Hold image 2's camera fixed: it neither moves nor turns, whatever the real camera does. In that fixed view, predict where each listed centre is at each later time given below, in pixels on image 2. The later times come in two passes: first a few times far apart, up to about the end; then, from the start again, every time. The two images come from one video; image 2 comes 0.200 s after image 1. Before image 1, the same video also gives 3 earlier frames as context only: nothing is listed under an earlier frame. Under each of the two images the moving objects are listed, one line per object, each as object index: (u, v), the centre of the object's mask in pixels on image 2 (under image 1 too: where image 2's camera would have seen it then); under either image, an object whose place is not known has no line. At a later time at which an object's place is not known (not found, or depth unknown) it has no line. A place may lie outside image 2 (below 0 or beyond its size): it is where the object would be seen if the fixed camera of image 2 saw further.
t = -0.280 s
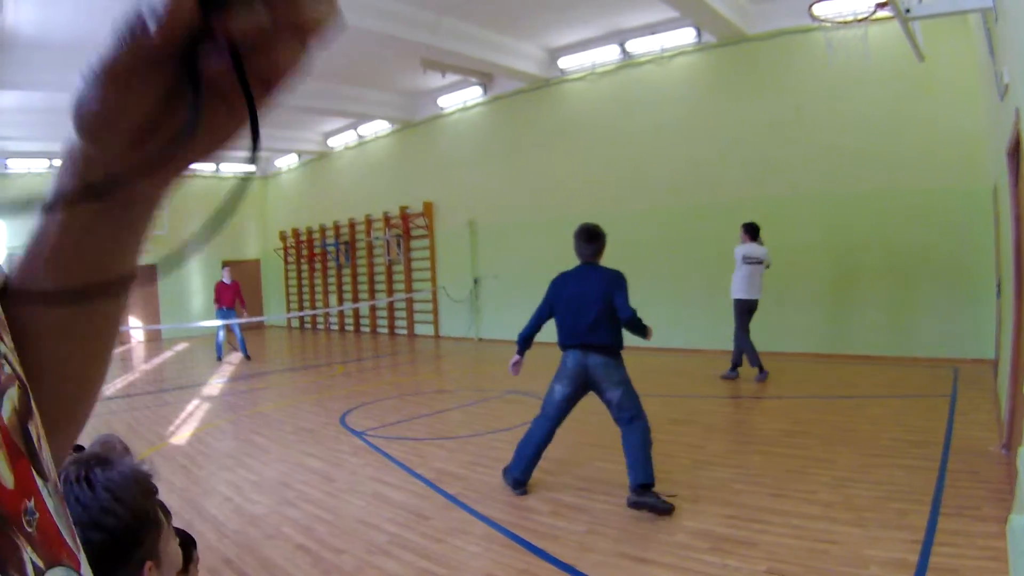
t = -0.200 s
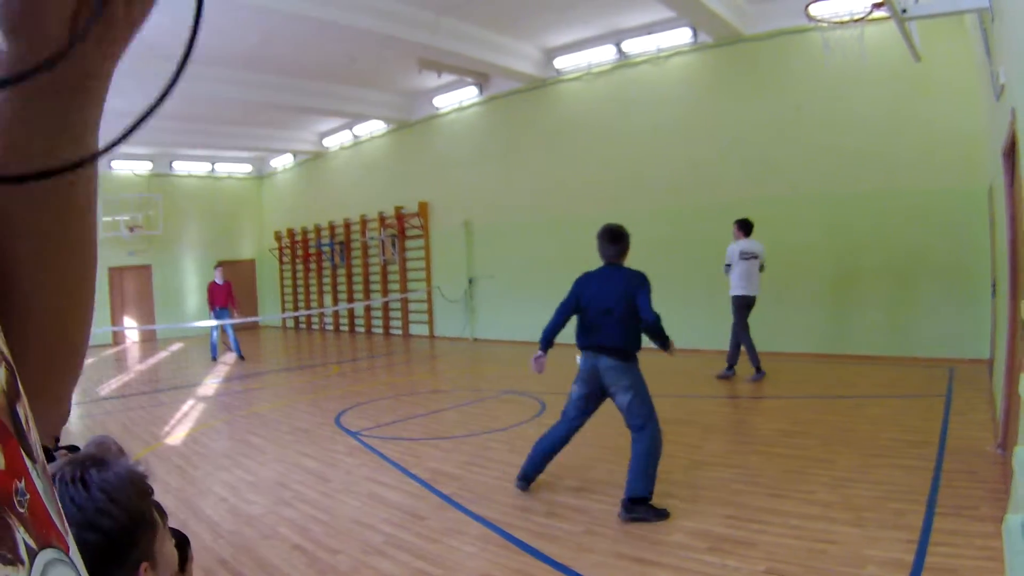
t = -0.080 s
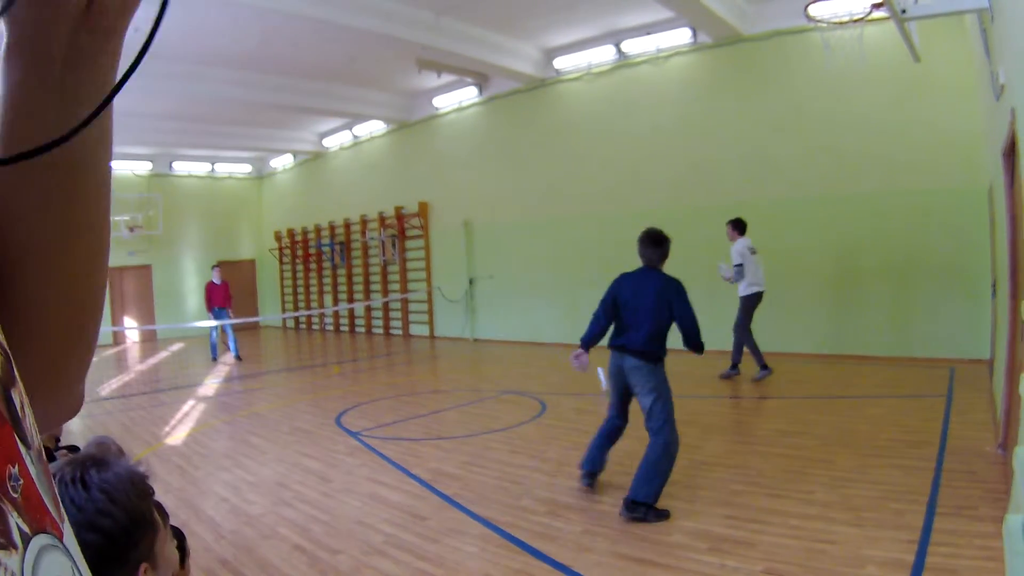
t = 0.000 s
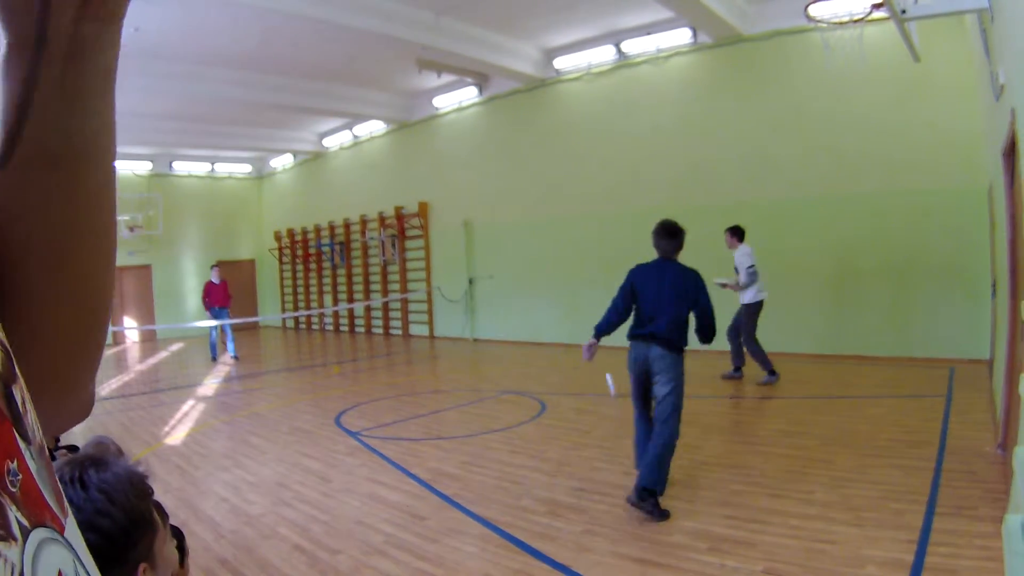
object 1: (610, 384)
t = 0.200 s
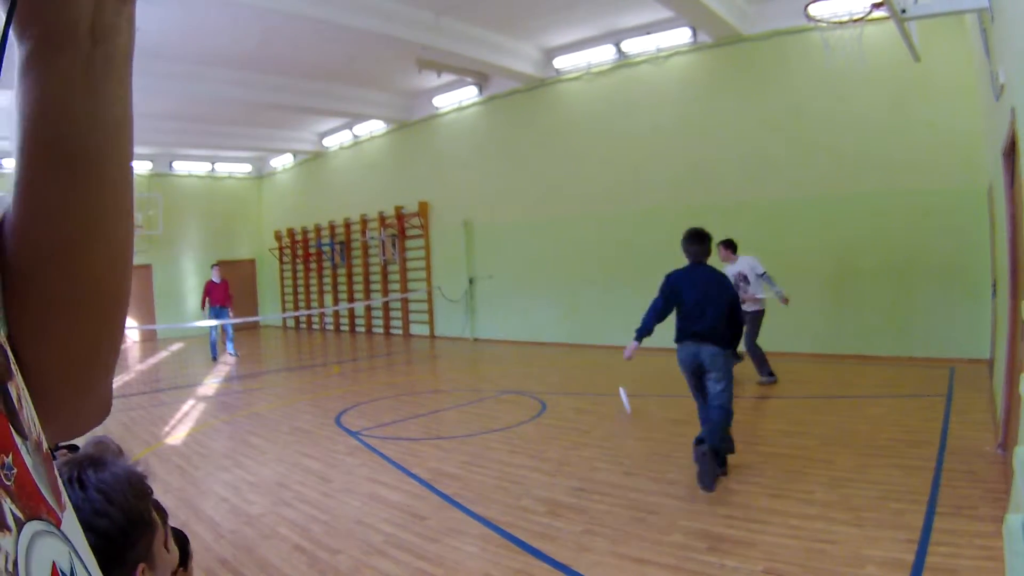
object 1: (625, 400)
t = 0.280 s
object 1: (627, 408)
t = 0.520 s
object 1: (622, 440)
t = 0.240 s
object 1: (626, 404)
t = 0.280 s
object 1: (627, 408)
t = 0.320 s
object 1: (628, 413)
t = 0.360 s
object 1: (628, 417)
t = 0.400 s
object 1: (627, 423)
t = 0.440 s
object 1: (626, 428)
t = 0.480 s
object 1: (624, 433)
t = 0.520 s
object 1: (622, 440)
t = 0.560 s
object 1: (619, 446)
